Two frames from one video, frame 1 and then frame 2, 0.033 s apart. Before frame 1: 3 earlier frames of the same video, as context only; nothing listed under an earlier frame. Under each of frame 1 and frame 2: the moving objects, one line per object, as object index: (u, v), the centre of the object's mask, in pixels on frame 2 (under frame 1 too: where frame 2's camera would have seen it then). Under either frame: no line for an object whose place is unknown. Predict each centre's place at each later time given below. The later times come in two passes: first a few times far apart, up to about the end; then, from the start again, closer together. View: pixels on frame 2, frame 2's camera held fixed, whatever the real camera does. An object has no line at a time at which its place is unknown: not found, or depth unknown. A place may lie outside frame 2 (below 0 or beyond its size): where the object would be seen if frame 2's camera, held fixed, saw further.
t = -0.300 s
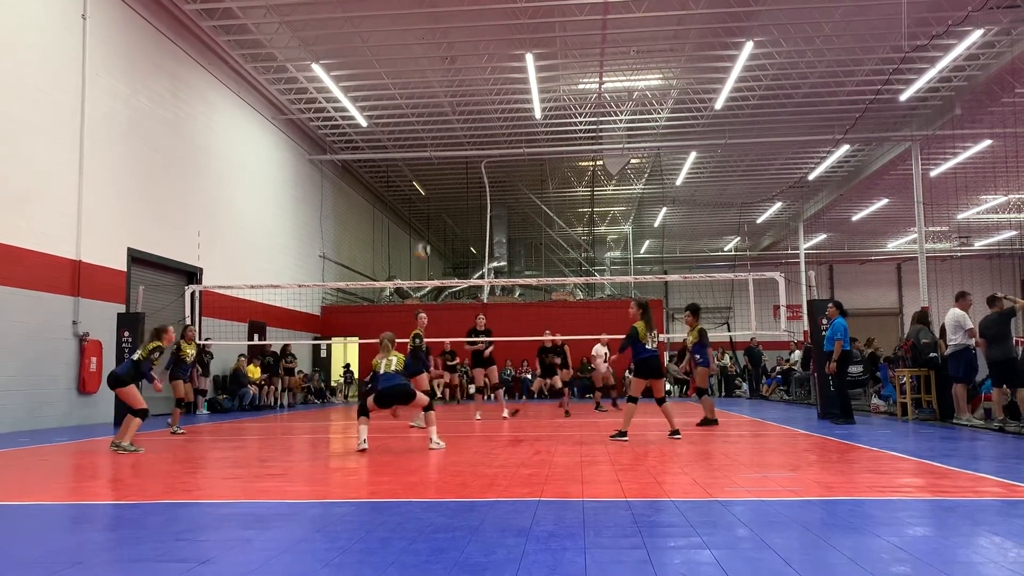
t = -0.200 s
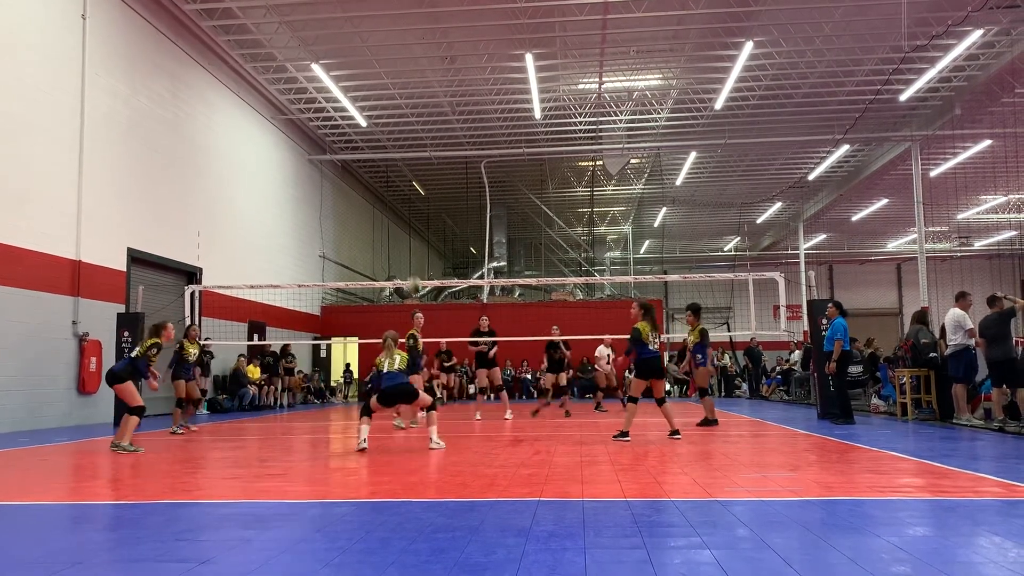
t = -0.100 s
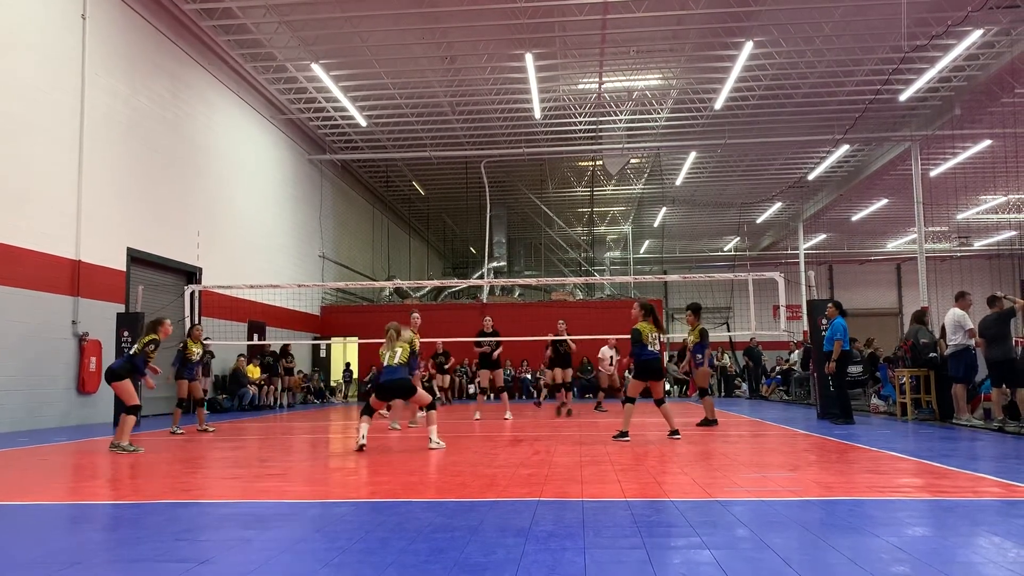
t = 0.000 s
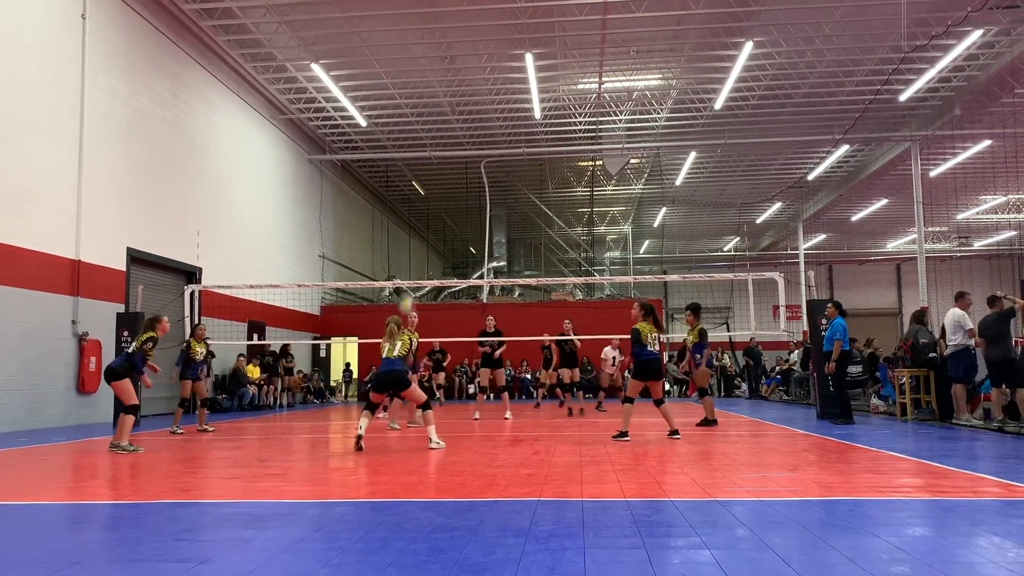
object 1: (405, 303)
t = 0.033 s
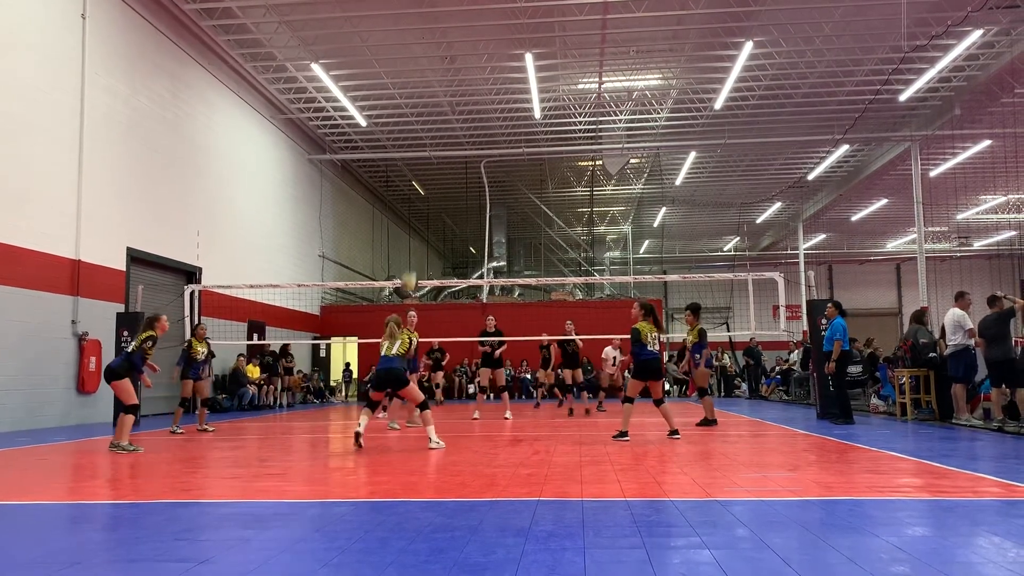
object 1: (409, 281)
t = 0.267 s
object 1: (434, 154)
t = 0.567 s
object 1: (461, 66)
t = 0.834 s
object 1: (484, 54)
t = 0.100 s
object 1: (417, 237)
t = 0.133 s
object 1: (420, 219)
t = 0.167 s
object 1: (425, 201)
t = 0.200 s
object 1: (428, 183)
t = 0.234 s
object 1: (432, 168)
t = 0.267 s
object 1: (434, 154)
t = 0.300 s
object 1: (436, 139)
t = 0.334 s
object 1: (441, 127)
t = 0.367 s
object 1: (443, 115)
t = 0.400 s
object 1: (446, 104)
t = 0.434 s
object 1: (449, 95)
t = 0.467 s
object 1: (452, 86)
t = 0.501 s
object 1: (454, 80)
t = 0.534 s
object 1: (458, 74)
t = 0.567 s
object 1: (461, 66)
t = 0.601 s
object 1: (464, 62)
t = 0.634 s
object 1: (467, 59)
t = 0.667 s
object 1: (470, 56)
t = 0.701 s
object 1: (473, 53)
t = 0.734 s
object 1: (476, 53)
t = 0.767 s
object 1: (477, 52)
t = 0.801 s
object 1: (481, 53)
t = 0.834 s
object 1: (484, 54)
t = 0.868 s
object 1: (487, 57)
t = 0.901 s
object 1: (490, 59)
